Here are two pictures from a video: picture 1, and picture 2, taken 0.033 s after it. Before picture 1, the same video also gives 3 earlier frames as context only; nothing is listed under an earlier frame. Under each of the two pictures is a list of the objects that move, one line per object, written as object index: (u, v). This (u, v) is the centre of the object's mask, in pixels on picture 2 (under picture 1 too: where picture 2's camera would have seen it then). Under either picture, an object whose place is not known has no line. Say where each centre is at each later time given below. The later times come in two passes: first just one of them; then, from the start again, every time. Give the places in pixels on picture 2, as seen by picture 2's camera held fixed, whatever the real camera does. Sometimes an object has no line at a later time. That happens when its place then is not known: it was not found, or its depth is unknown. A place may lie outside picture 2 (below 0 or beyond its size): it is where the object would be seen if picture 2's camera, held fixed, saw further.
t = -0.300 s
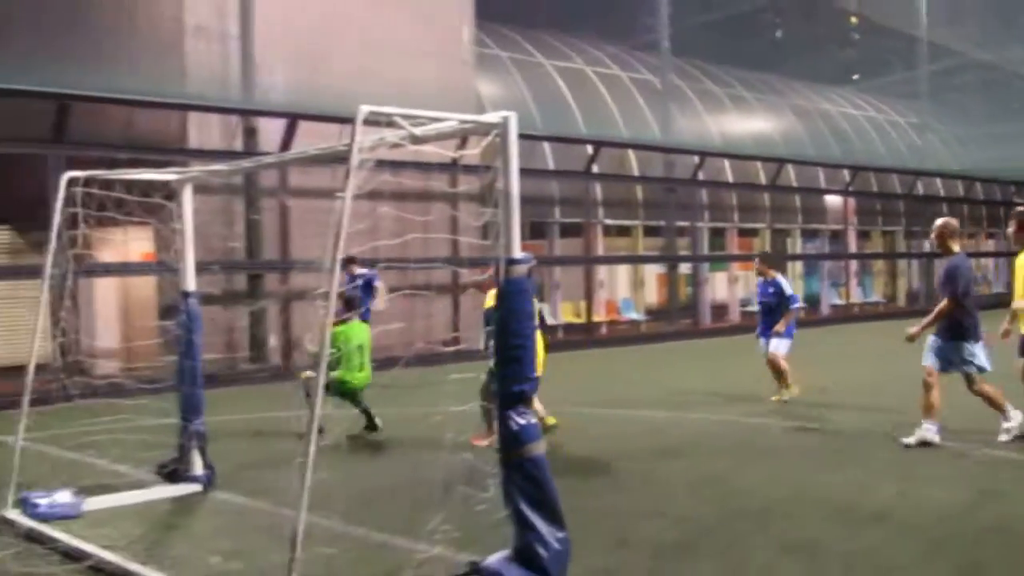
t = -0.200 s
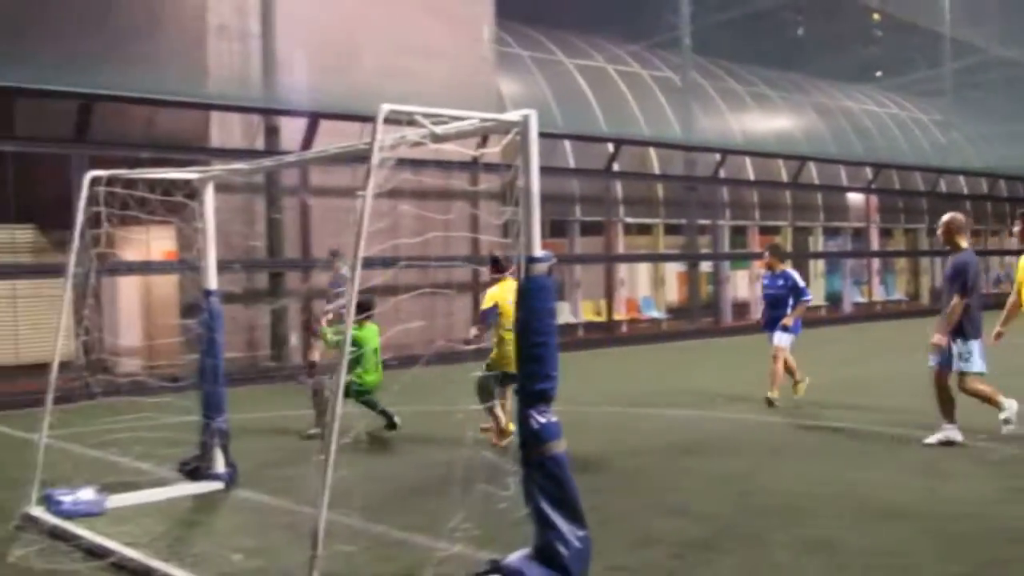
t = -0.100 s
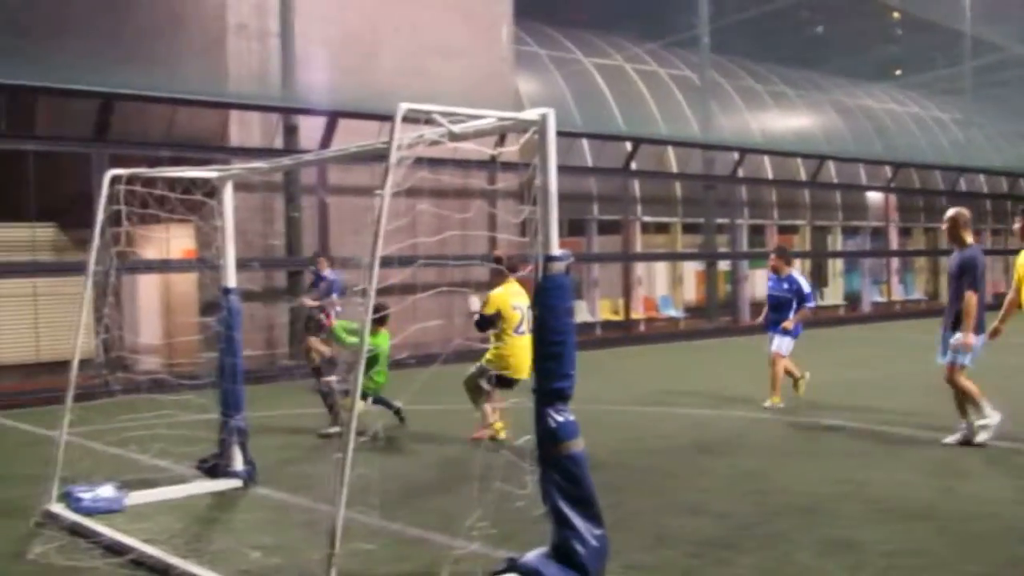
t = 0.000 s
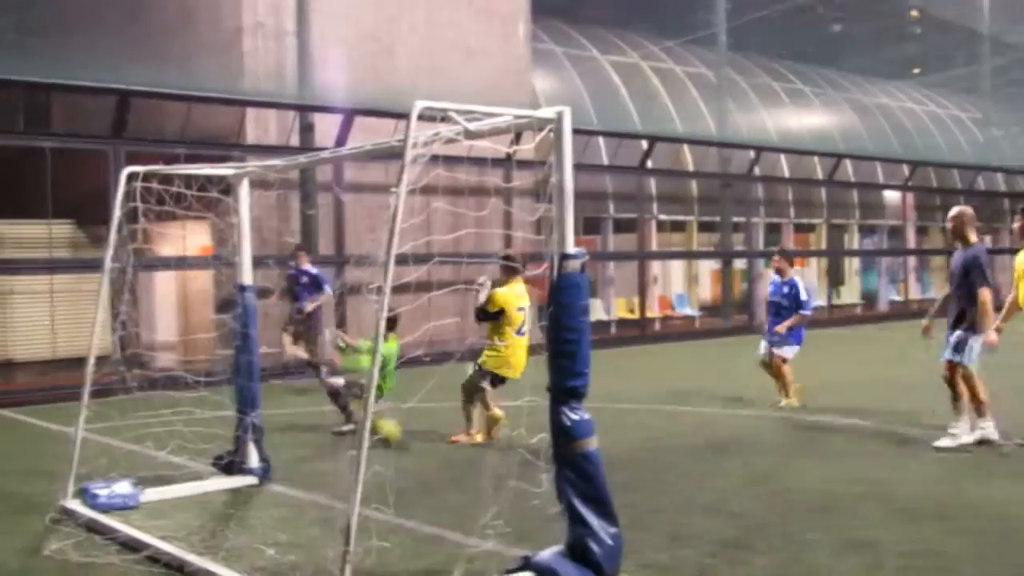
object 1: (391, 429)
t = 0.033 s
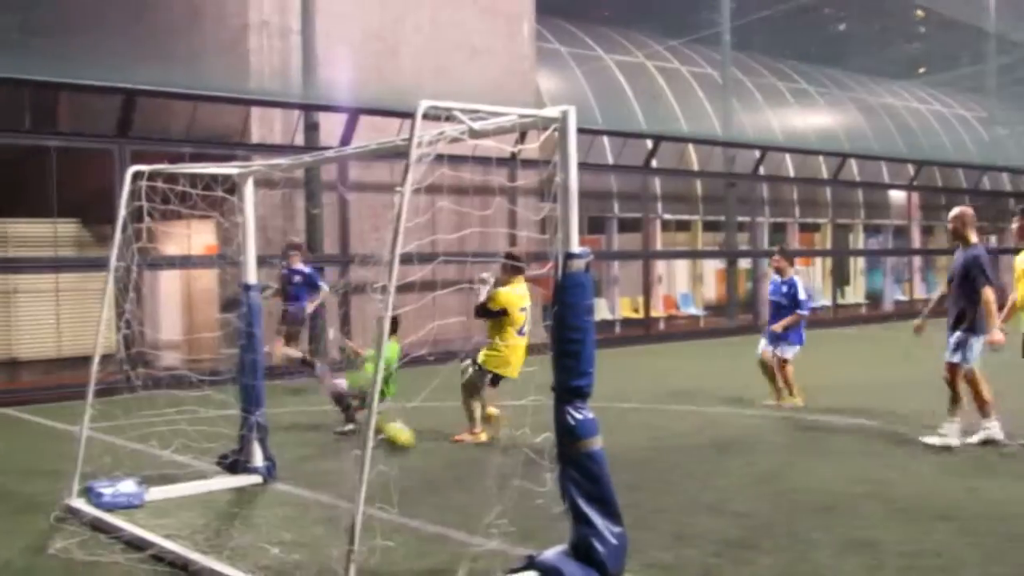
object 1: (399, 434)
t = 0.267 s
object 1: (511, 523)
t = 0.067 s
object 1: (408, 441)
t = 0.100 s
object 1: (418, 452)
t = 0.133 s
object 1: (431, 469)
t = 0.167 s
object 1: (447, 487)
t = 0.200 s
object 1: (466, 498)
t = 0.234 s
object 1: (486, 508)
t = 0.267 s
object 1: (511, 523)
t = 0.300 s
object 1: (523, 527)
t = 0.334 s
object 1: (511, 502)
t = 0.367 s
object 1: (499, 474)
